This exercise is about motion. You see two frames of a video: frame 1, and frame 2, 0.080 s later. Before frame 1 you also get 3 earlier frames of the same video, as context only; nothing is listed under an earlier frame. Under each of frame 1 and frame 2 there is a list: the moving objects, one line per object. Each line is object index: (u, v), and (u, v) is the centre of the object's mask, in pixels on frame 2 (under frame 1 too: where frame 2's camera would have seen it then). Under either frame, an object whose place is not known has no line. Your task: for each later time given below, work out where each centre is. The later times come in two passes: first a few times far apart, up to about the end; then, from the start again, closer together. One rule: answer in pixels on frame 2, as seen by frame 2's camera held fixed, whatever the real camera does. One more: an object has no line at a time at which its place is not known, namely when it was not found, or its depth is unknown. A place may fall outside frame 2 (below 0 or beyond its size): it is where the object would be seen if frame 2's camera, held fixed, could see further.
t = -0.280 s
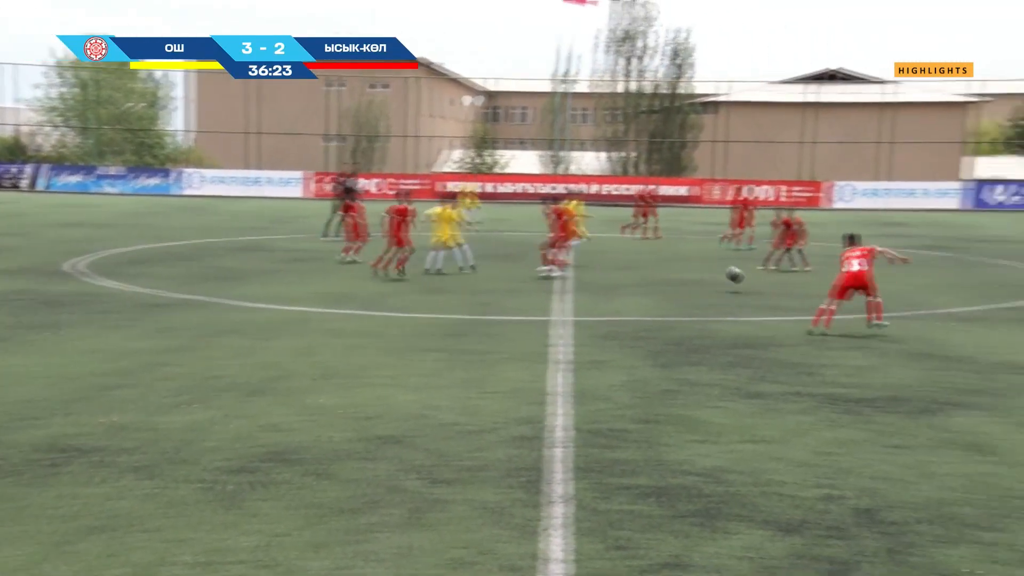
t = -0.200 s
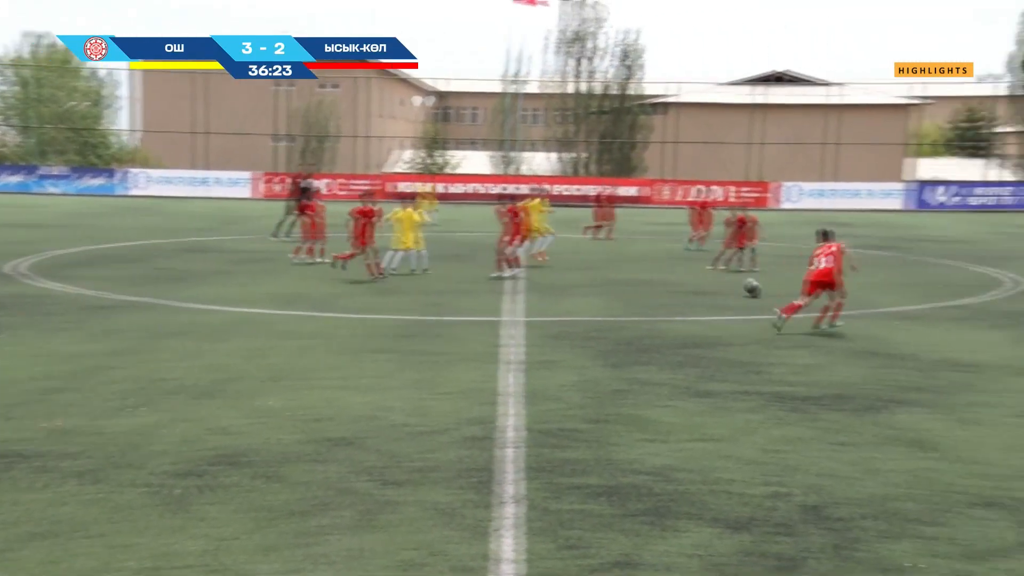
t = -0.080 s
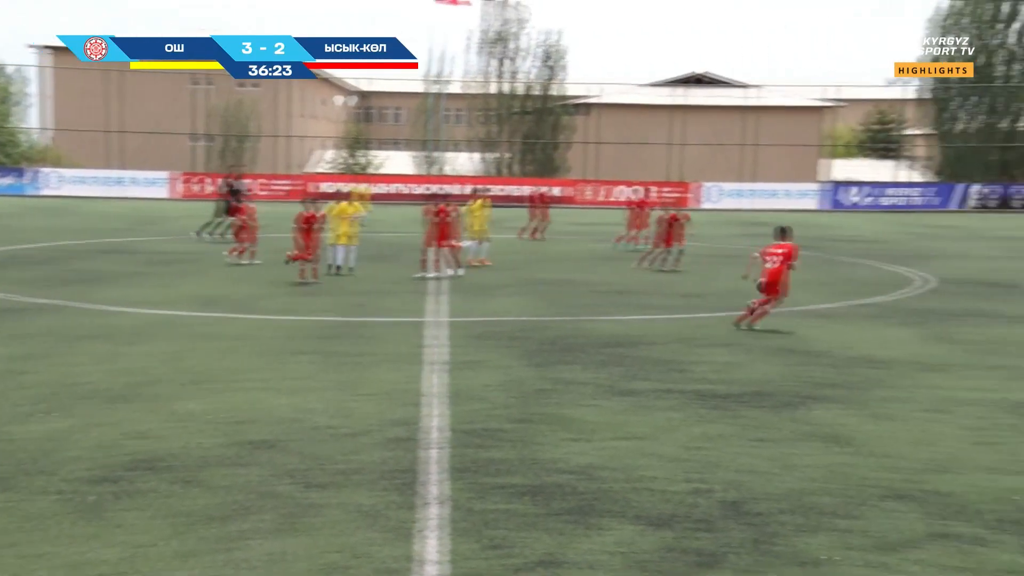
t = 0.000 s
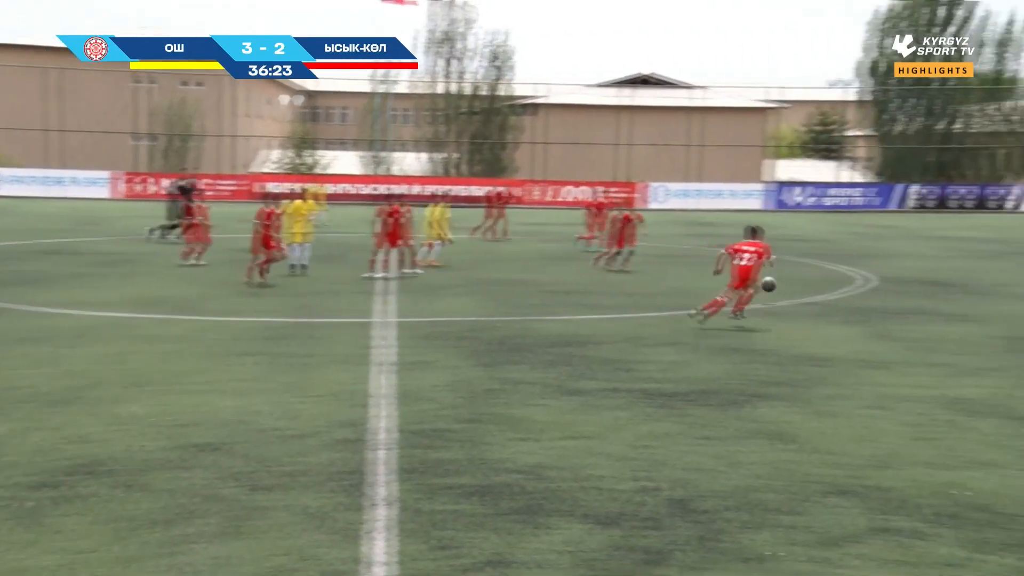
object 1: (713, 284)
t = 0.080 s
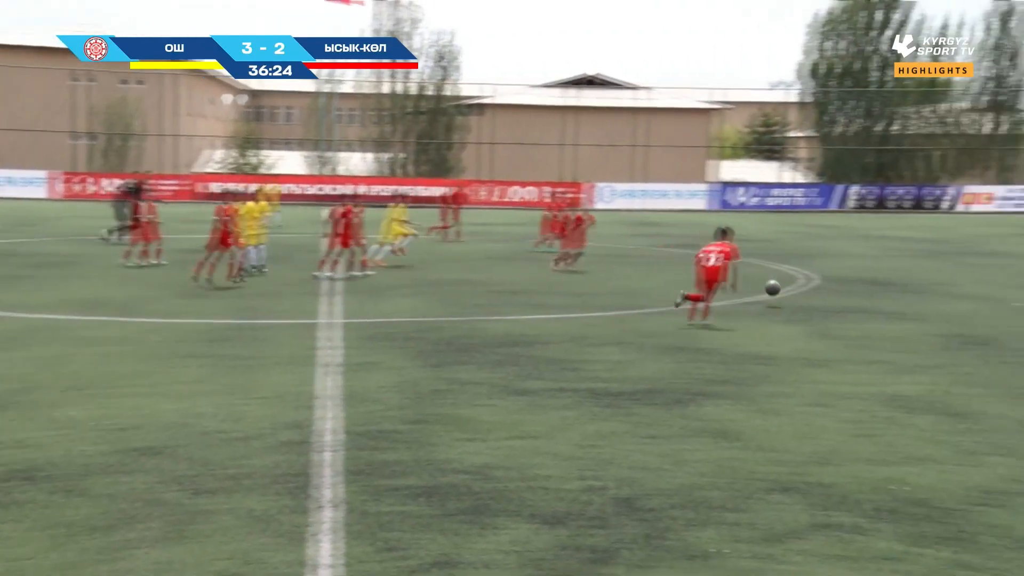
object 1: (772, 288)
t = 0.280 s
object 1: (917, 302)
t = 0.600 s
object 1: (1135, 315)
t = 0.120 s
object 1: (802, 291)
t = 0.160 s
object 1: (832, 296)
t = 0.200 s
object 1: (863, 303)
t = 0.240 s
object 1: (891, 303)
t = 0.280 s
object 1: (917, 302)
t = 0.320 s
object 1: (943, 301)
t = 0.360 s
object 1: (970, 302)
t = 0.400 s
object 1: (998, 304)
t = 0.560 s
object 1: (1110, 316)
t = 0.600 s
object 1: (1135, 315)
